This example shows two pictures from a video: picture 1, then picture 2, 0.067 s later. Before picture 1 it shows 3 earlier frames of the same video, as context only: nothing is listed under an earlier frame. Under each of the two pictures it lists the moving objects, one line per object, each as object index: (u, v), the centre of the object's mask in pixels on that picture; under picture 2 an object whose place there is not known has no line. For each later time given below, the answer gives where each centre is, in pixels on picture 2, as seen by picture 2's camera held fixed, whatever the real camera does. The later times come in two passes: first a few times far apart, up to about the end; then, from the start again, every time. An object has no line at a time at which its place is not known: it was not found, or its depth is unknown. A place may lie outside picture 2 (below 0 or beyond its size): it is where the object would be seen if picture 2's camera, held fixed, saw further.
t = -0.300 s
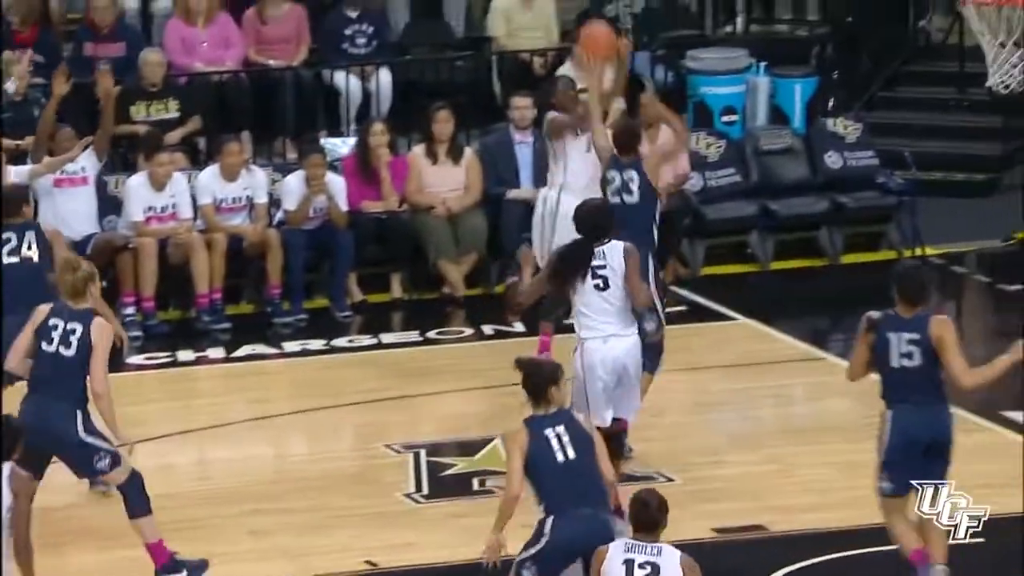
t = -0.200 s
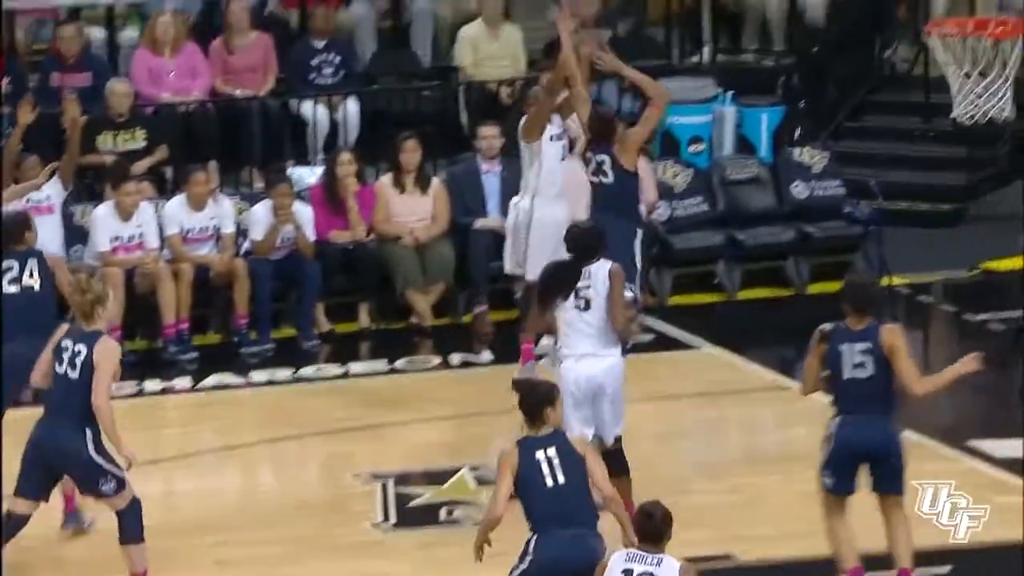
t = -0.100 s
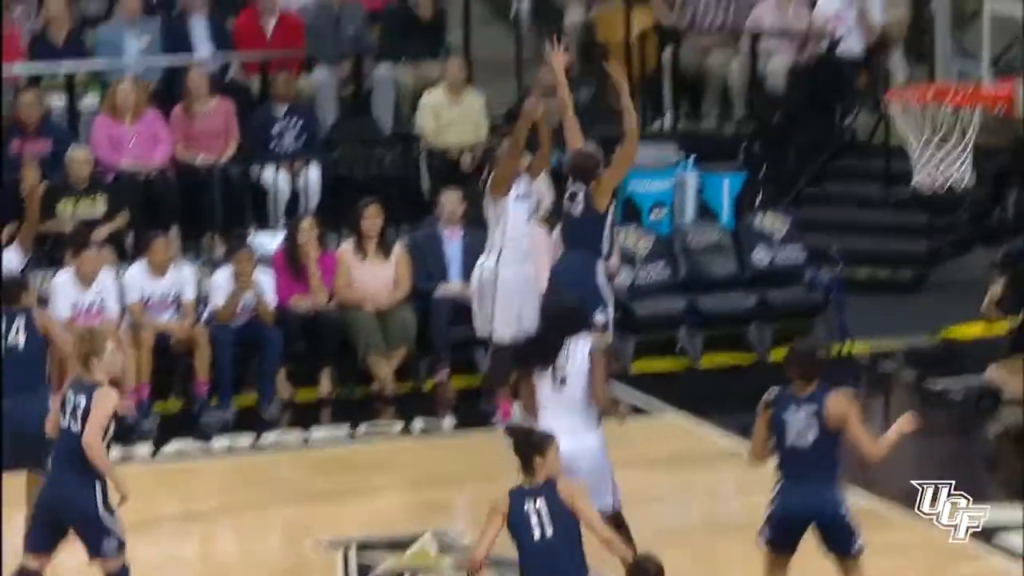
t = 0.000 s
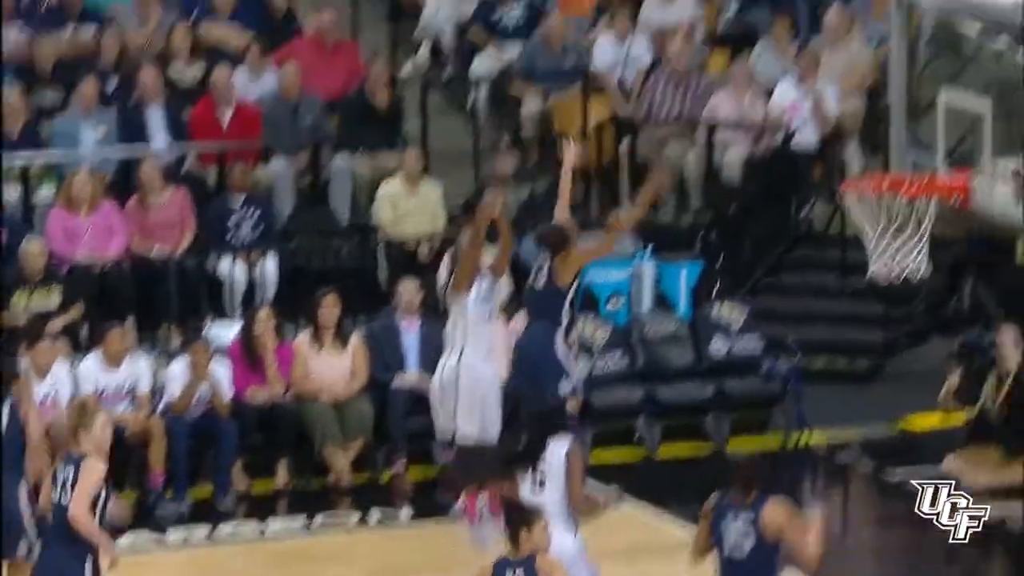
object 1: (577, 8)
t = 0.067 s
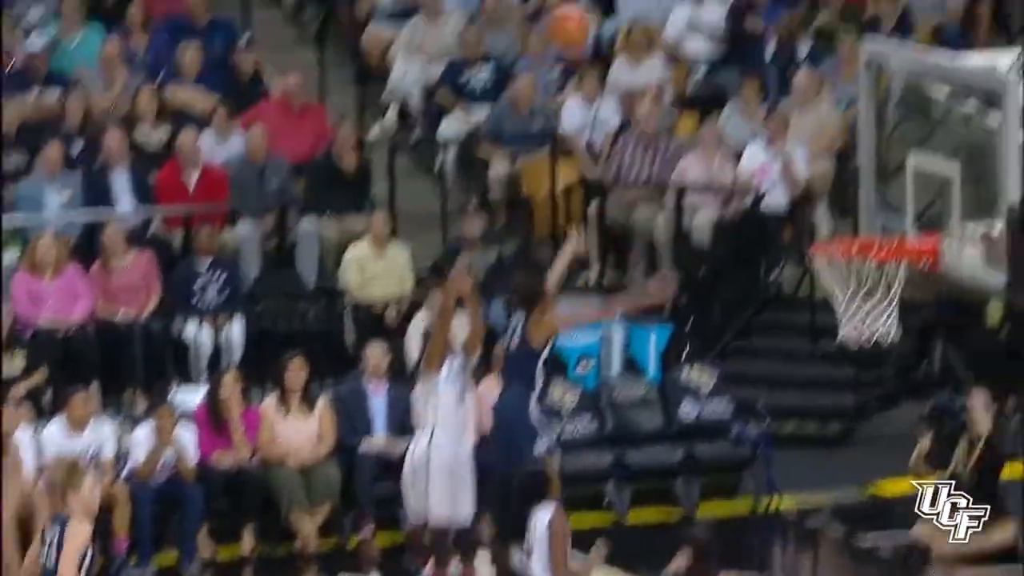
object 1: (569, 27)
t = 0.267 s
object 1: (641, -27)
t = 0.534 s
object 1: (742, 16)
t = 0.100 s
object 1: (581, 12)
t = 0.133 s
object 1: (592, -1)
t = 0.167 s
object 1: (604, -9)
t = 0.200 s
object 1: (616, -17)
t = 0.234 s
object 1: (628, -24)
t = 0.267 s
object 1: (641, -27)
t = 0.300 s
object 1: (653, -29)
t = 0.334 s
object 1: (666, -29)
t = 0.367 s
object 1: (679, -27)
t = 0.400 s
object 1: (690, -23)
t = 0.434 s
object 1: (703, -17)
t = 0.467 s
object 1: (716, -8)
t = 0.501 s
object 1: (728, 3)
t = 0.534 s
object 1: (742, 16)
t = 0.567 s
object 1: (755, 31)
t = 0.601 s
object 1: (767, 48)
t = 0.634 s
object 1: (780, 69)
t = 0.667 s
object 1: (793, 89)
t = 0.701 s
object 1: (806, 112)
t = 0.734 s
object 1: (820, 138)
